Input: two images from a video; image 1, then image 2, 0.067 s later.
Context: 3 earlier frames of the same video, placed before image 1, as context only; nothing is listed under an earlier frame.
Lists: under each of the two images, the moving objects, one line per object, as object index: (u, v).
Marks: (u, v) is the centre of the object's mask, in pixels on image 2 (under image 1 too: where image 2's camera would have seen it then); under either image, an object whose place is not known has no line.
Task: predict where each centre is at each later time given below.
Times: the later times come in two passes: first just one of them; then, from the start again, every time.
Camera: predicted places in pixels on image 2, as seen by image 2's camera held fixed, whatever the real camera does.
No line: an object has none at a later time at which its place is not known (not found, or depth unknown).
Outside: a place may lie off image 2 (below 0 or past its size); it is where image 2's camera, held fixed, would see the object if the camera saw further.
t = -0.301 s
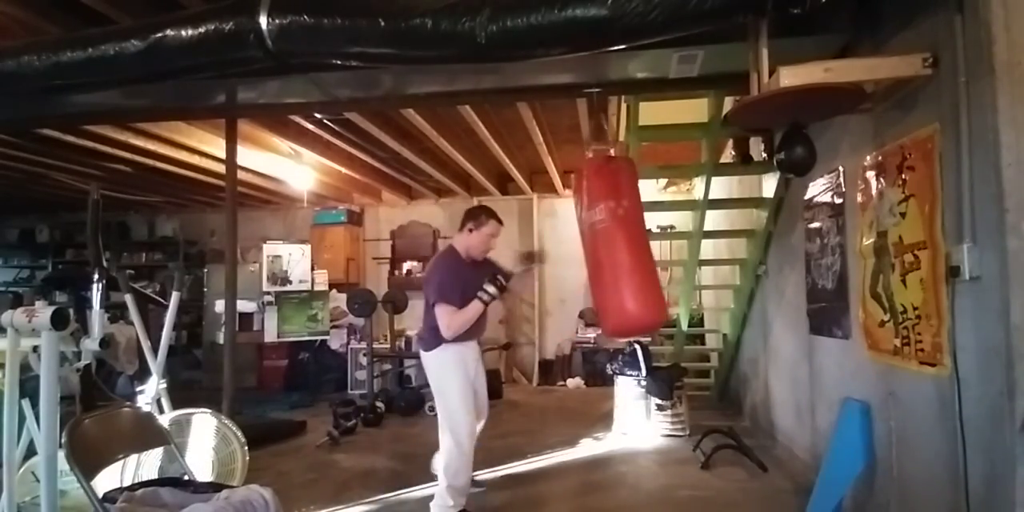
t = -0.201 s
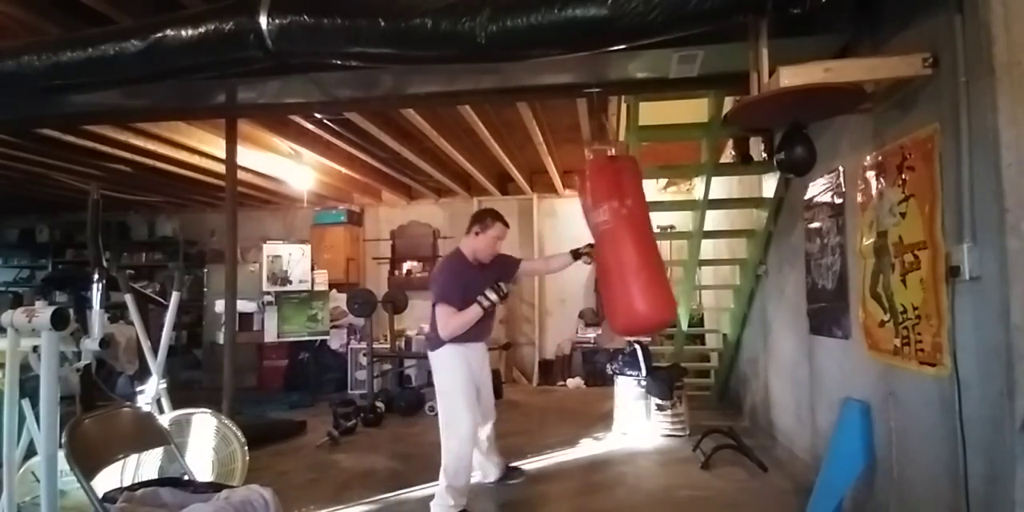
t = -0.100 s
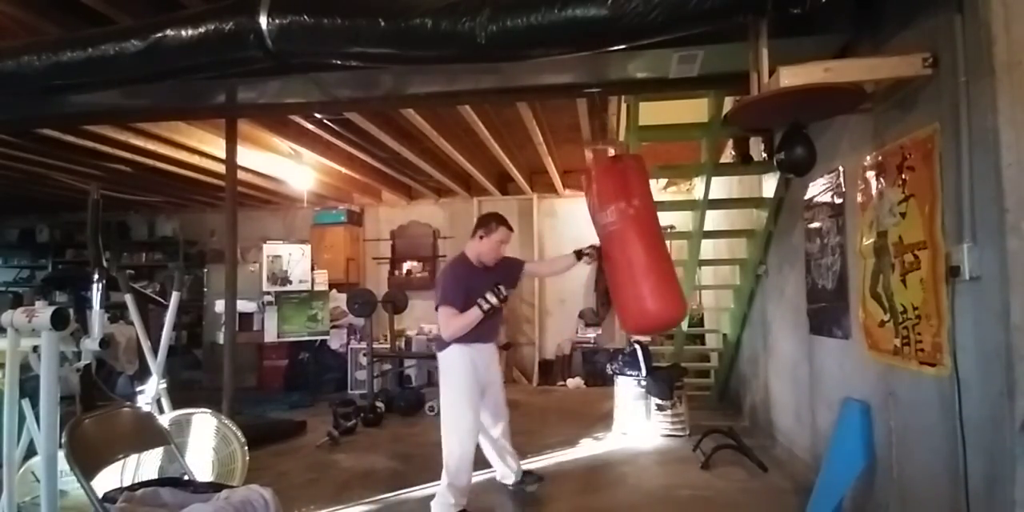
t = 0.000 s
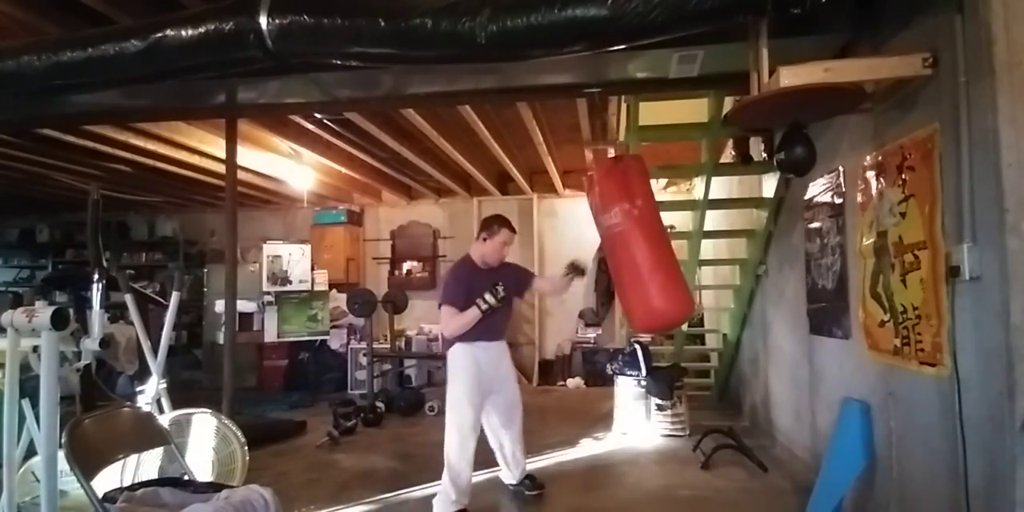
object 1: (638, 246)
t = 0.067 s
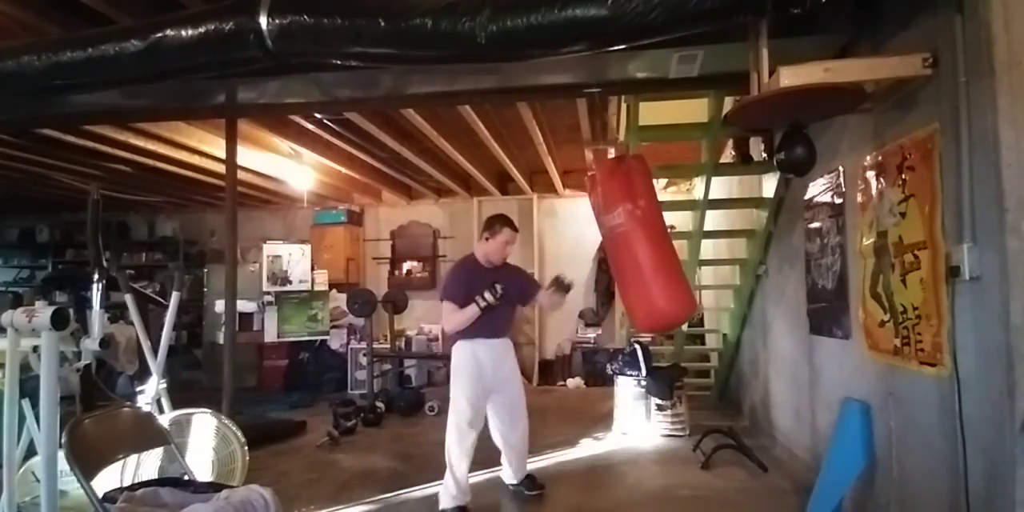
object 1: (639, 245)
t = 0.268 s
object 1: (635, 246)
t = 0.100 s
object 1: (639, 245)
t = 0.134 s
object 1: (639, 245)
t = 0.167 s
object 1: (639, 245)
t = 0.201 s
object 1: (638, 246)
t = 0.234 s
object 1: (637, 246)
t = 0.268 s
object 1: (635, 246)
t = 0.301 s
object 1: (633, 247)
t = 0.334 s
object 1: (631, 247)
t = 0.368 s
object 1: (629, 247)
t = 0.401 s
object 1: (626, 248)
